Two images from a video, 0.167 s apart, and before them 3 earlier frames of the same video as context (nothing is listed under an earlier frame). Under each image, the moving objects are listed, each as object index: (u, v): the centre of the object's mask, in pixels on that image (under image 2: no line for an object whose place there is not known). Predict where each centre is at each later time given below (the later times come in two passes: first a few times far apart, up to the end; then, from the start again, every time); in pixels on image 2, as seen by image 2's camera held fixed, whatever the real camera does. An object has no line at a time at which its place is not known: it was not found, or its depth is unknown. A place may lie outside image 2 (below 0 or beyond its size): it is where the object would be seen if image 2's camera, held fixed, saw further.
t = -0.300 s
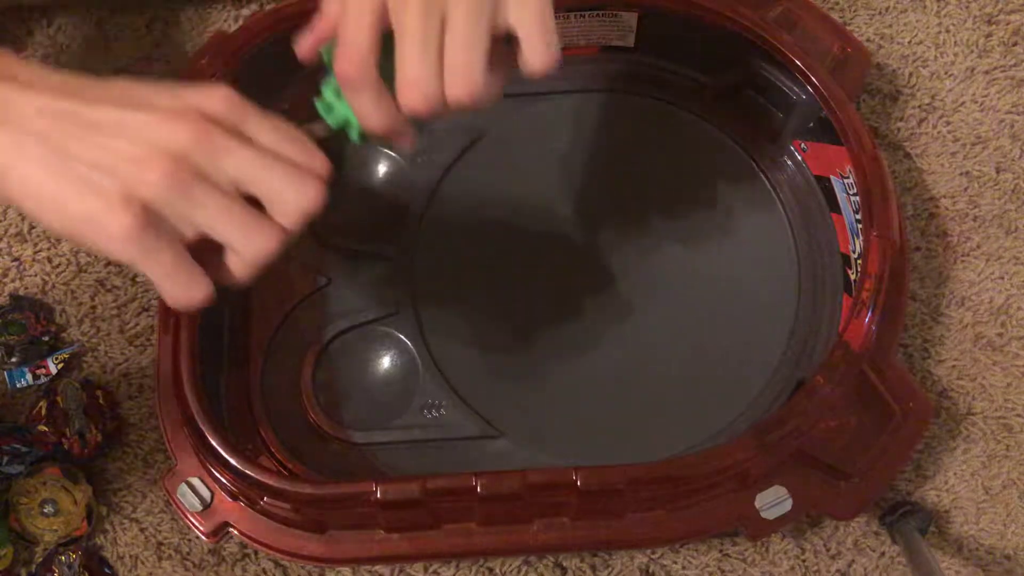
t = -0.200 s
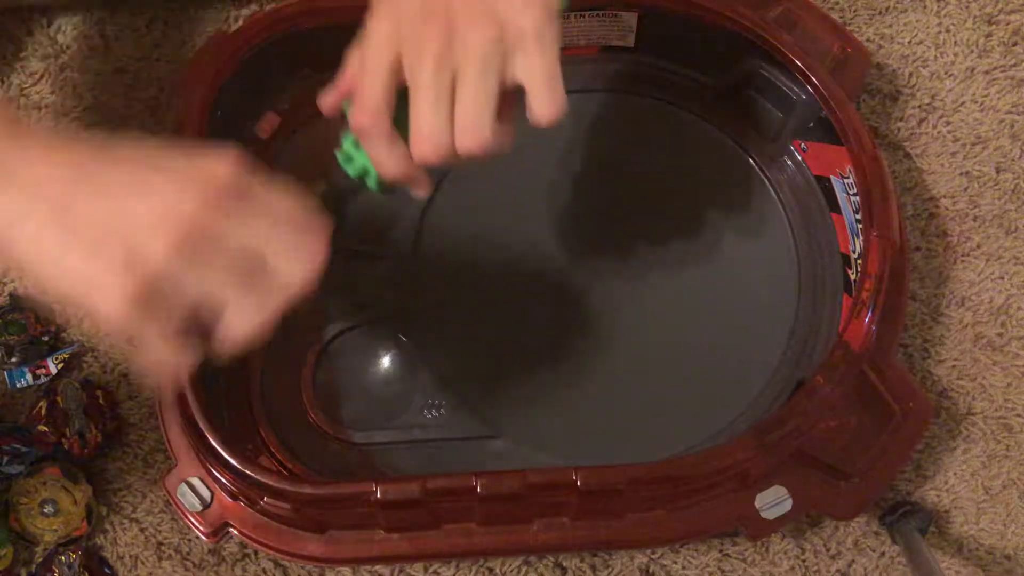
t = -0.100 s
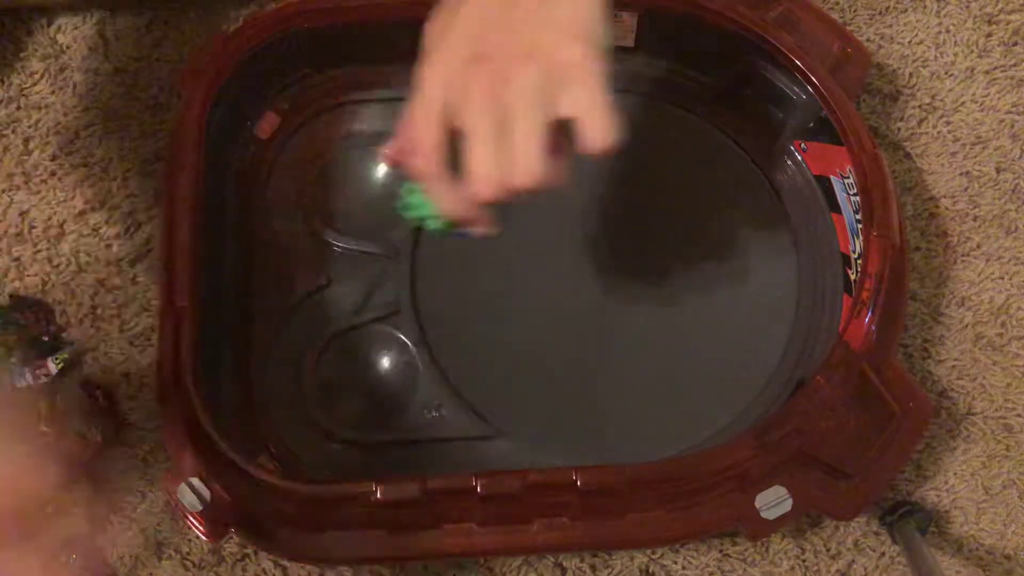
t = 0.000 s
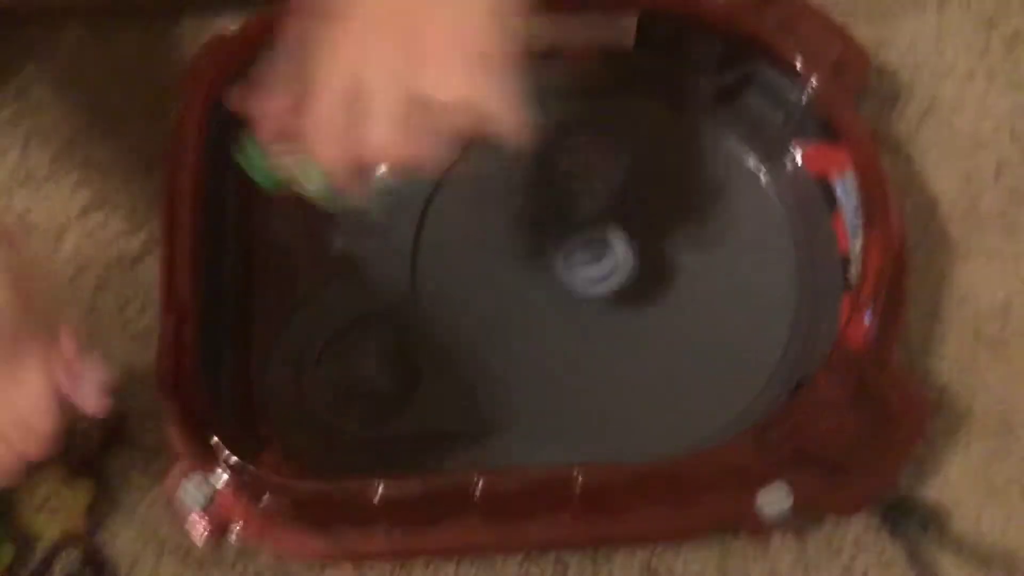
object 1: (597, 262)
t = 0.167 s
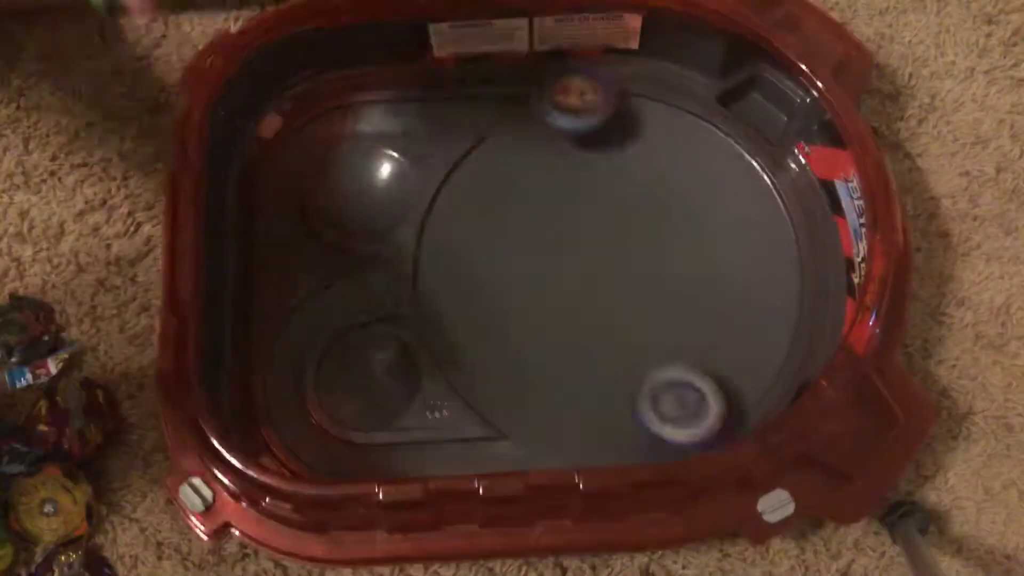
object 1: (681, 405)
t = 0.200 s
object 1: (666, 393)
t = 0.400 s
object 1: (528, 269)
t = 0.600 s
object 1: (450, 327)
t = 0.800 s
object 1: (507, 388)
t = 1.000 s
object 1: (587, 342)
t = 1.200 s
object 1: (569, 225)
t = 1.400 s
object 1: (453, 163)
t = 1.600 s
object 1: (405, 162)
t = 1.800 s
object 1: (337, 193)
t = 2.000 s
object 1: (410, 154)
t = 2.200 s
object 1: (373, 99)
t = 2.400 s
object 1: (331, 118)
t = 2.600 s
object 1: (303, 139)
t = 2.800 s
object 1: (301, 127)
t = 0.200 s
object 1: (666, 393)
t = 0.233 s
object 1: (650, 378)
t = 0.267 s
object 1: (629, 356)
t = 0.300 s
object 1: (606, 333)
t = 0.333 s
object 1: (581, 312)
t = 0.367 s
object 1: (554, 289)
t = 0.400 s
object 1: (528, 269)
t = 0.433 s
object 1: (500, 276)
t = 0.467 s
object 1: (469, 296)
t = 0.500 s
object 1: (444, 311)
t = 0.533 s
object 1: (435, 314)
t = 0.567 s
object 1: (441, 318)
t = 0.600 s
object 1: (450, 327)
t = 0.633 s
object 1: (459, 329)
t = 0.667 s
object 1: (472, 330)
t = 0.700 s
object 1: (475, 344)
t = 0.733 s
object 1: (469, 369)
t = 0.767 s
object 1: (488, 378)
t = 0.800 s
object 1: (507, 388)
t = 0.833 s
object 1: (526, 391)
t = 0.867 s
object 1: (546, 389)
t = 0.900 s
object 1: (560, 382)
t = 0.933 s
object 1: (571, 373)
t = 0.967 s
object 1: (580, 359)
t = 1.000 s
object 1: (587, 342)
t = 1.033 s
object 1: (589, 323)
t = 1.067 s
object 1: (590, 303)
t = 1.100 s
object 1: (588, 282)
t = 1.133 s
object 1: (585, 262)
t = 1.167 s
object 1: (580, 243)
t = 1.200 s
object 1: (569, 225)
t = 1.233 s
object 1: (548, 211)
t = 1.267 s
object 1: (527, 198)
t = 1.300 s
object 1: (505, 185)
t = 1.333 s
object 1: (485, 176)
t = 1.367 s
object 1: (466, 167)
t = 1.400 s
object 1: (453, 163)
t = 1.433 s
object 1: (444, 164)
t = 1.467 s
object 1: (437, 166)
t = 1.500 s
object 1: (432, 168)
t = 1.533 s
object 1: (426, 167)
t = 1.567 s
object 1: (418, 164)
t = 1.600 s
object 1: (405, 162)
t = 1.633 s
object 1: (390, 159)
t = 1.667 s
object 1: (369, 161)
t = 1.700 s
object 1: (346, 161)
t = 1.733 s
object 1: (330, 164)
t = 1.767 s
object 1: (330, 179)
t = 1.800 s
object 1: (337, 193)
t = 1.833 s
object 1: (356, 203)
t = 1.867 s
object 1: (373, 196)
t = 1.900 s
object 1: (392, 193)
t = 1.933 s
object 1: (404, 181)
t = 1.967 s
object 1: (410, 169)
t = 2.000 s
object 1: (410, 154)
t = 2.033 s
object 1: (406, 139)
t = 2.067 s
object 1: (400, 125)
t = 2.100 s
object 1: (394, 117)
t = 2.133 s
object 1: (389, 107)
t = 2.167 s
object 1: (380, 98)
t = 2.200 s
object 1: (373, 99)
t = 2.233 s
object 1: (368, 108)
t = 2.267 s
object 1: (360, 106)
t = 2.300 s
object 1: (353, 110)
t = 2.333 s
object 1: (345, 111)
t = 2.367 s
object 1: (338, 112)
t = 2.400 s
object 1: (331, 118)
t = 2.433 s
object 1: (323, 120)
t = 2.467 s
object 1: (315, 121)
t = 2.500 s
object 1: (306, 121)
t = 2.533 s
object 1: (302, 125)
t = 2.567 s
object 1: (302, 133)
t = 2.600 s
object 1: (303, 139)
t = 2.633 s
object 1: (308, 145)
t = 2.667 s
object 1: (308, 146)
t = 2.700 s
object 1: (307, 144)
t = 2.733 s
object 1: (304, 138)
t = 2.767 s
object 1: (303, 132)
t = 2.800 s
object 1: (301, 127)
